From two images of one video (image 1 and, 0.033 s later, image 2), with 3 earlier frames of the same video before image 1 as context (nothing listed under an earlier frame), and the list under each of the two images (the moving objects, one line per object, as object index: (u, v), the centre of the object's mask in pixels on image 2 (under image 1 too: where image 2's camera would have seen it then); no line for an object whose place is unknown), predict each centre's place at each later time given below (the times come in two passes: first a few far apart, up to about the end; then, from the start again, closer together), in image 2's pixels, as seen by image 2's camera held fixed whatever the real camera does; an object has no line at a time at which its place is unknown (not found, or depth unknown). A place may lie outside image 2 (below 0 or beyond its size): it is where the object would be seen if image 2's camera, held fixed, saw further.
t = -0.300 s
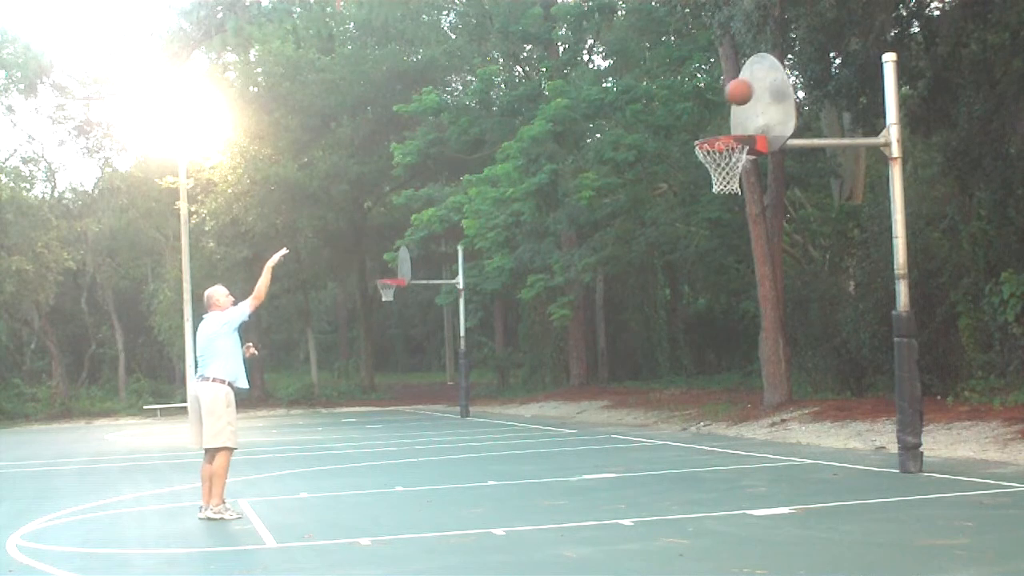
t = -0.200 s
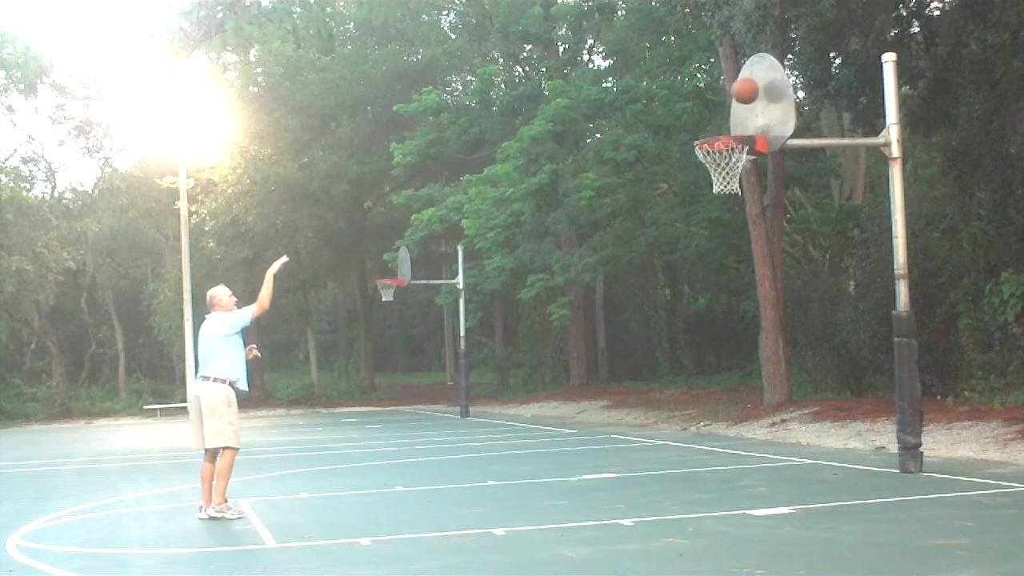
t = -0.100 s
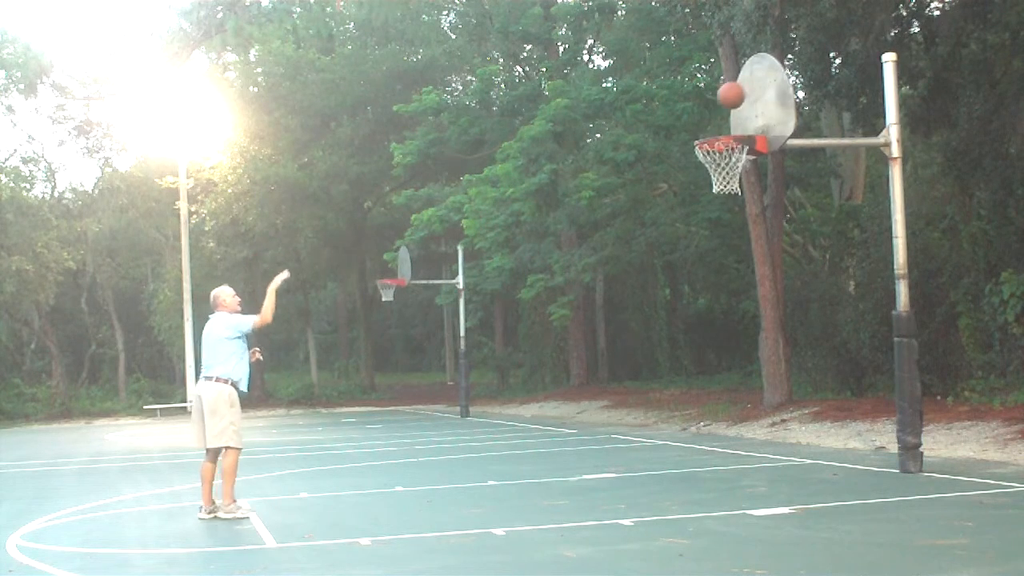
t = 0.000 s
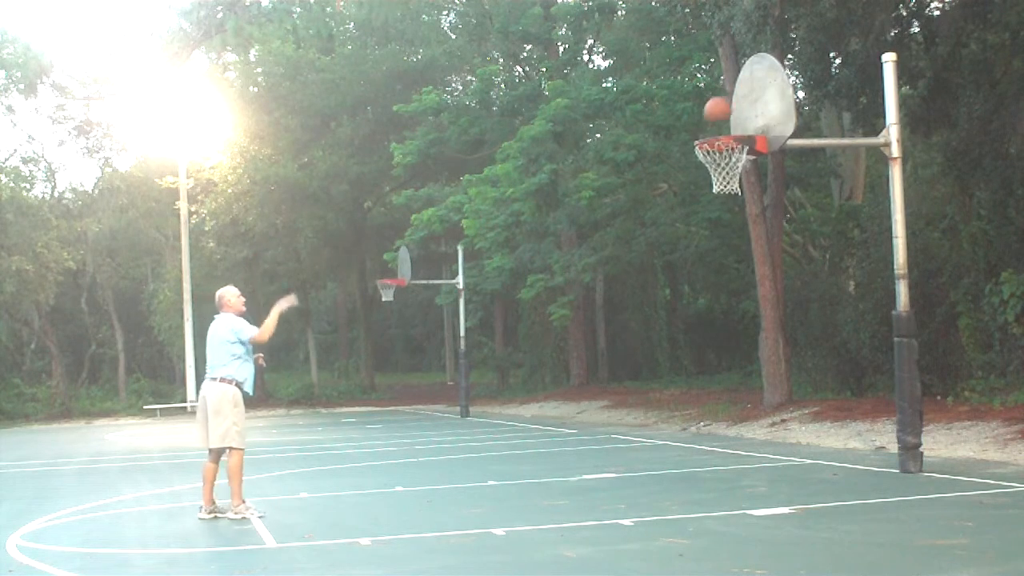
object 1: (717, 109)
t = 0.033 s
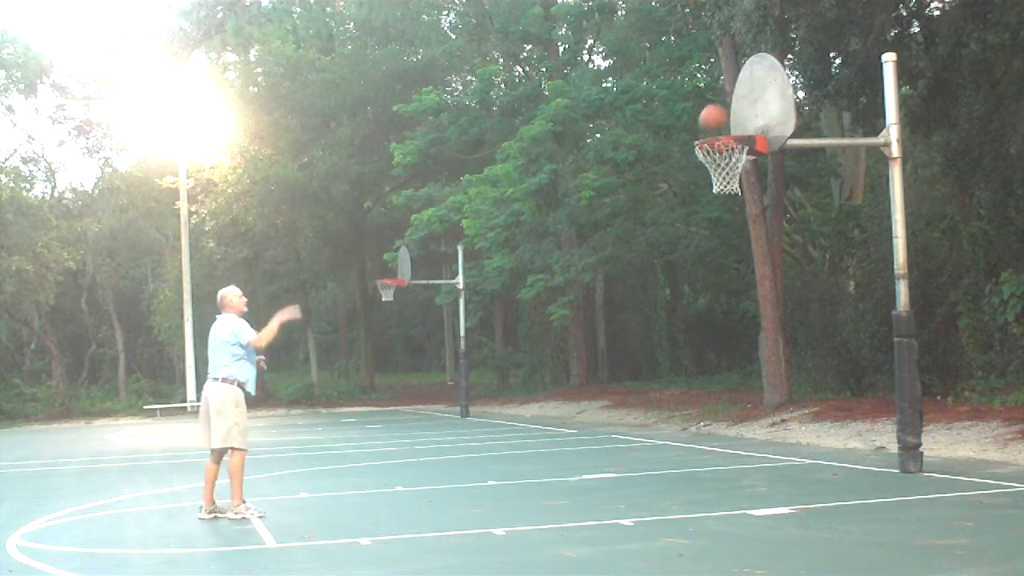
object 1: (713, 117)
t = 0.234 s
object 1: (710, 112)
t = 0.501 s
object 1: (712, 129)
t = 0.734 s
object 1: (696, 162)
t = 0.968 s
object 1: (700, 239)
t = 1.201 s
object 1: (698, 373)
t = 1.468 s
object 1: (690, 385)
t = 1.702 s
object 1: (680, 316)
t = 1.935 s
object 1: (674, 297)
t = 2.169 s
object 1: (669, 329)
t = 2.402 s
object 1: (667, 407)
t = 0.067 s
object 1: (709, 126)
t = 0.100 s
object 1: (709, 123)
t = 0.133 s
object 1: (709, 117)
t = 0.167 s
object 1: (709, 115)
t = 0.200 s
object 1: (709, 112)
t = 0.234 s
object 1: (710, 112)
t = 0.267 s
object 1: (710, 112)
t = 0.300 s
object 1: (710, 113)
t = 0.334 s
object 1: (711, 115)
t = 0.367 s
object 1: (712, 118)
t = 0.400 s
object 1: (712, 122)
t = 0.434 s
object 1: (713, 129)
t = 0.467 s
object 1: (712, 130)
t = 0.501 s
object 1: (712, 129)
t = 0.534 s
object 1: (711, 129)
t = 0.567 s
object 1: (709, 131)
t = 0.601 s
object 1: (708, 133)
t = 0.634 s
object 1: (706, 136)
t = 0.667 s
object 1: (705, 138)
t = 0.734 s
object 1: (696, 162)
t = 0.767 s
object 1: (699, 169)
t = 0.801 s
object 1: (700, 177)
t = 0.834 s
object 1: (701, 185)
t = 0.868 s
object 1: (701, 197)
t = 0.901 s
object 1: (701, 211)
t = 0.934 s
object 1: (700, 224)
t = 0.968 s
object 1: (700, 239)
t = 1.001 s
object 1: (699, 256)
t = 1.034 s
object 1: (699, 273)
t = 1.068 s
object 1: (699, 291)
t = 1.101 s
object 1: (699, 311)
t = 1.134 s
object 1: (698, 331)
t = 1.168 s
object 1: (698, 353)
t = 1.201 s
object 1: (698, 373)
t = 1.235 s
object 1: (698, 395)
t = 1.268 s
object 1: (698, 420)
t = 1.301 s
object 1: (698, 448)
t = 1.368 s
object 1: (694, 434)
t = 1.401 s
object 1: (693, 416)
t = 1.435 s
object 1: (691, 399)
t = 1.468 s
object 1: (690, 385)
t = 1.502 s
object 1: (688, 373)
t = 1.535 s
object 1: (687, 361)
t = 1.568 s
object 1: (685, 349)
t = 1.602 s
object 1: (684, 340)
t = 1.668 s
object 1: (681, 323)
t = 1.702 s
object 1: (680, 316)
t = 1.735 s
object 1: (678, 309)
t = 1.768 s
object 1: (678, 305)
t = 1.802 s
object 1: (677, 302)
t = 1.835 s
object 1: (676, 299)
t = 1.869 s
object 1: (675, 298)
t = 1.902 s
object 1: (674, 297)
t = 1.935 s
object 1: (674, 297)
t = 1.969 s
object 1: (673, 298)
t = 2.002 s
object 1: (672, 301)
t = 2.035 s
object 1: (671, 304)
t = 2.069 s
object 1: (671, 309)
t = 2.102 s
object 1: (671, 314)
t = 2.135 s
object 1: (670, 321)
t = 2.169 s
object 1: (669, 329)
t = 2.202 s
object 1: (669, 337)
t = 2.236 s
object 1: (668, 346)
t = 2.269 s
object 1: (668, 357)
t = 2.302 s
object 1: (667, 368)
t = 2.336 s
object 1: (667, 379)
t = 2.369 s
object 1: (667, 393)
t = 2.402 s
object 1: (667, 407)
